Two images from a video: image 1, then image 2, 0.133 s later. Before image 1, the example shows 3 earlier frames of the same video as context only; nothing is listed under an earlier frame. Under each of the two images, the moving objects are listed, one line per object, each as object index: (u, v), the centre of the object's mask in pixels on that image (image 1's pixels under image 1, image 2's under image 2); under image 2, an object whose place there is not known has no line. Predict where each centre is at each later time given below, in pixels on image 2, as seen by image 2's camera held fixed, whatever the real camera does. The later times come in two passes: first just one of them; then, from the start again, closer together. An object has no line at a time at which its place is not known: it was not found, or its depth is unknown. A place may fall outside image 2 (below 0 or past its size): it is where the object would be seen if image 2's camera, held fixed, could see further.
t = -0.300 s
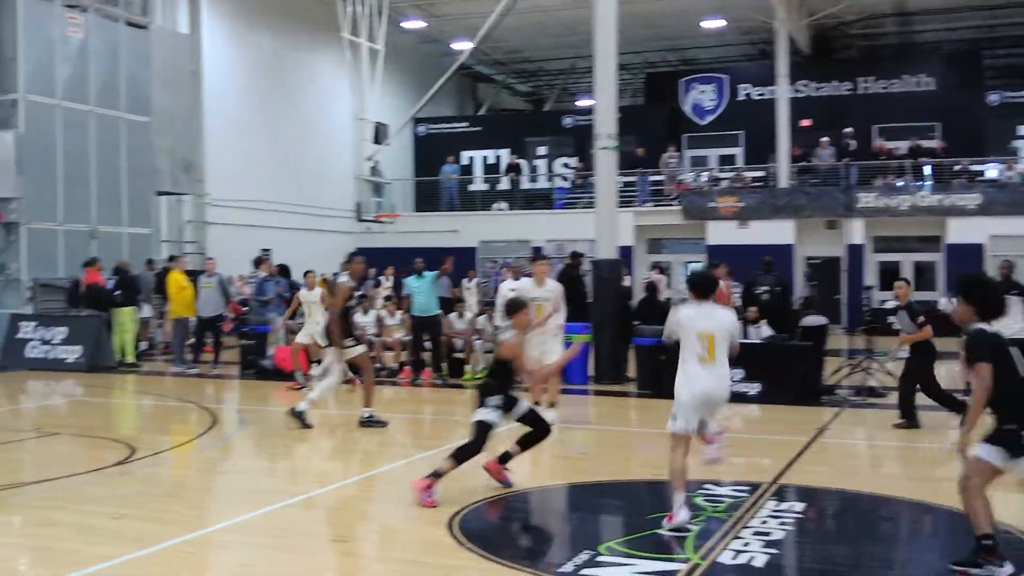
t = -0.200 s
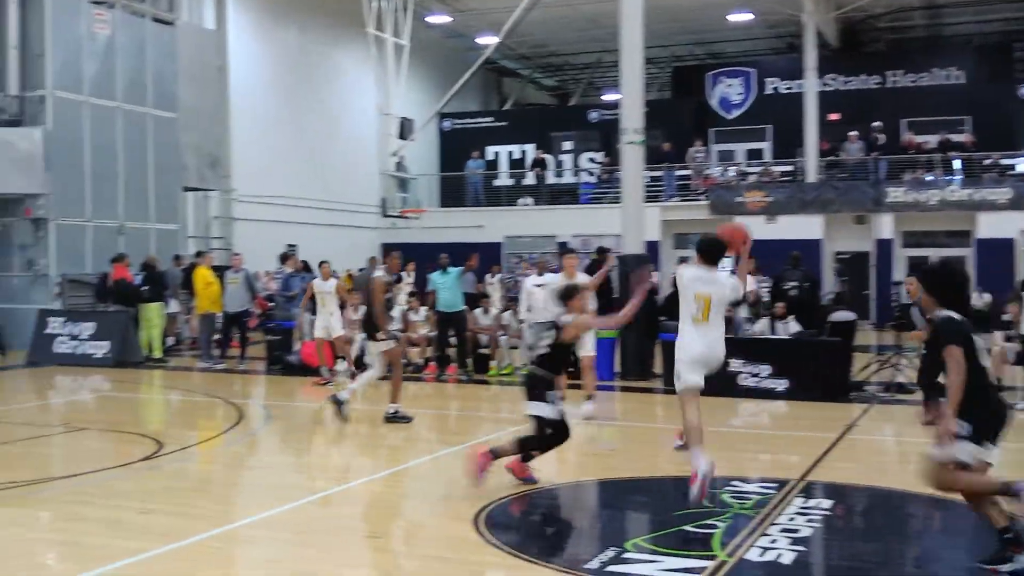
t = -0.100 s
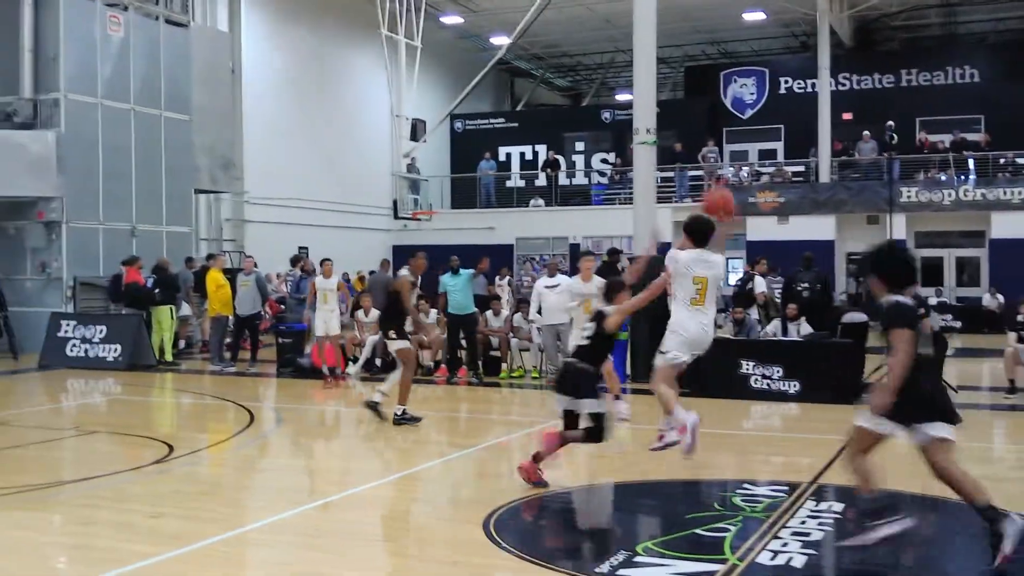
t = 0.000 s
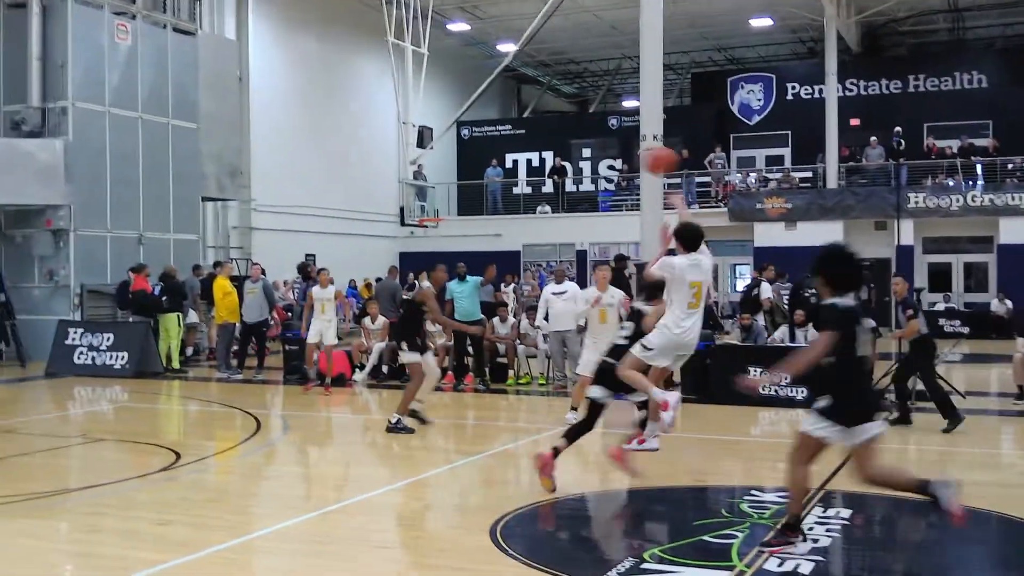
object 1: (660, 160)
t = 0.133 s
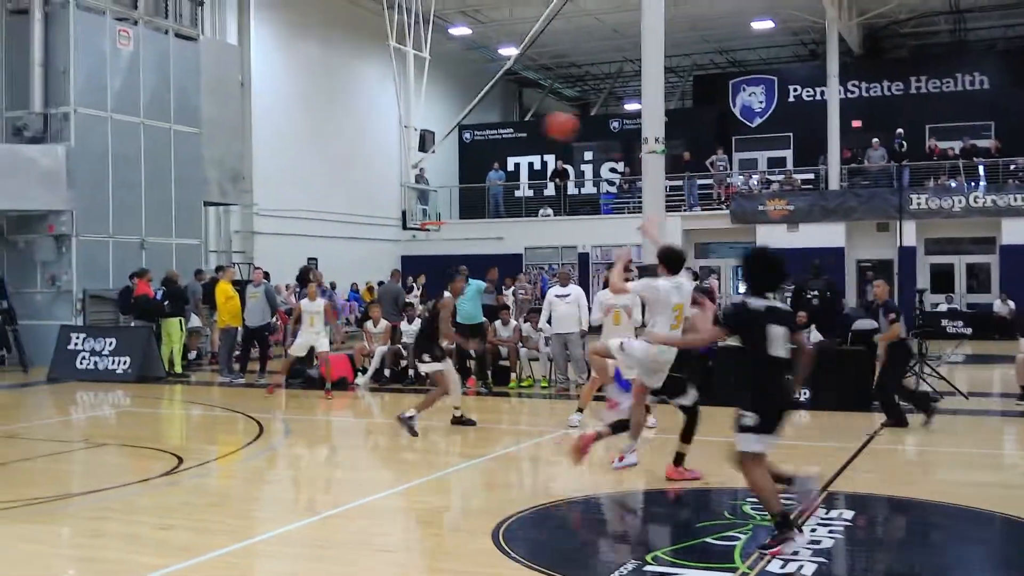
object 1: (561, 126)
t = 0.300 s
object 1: (461, 112)
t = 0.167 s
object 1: (540, 121)
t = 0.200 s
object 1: (519, 116)
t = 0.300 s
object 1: (461, 112)
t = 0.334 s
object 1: (443, 113)
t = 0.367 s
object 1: (426, 115)
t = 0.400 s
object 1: (410, 118)
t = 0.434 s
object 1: (395, 122)
